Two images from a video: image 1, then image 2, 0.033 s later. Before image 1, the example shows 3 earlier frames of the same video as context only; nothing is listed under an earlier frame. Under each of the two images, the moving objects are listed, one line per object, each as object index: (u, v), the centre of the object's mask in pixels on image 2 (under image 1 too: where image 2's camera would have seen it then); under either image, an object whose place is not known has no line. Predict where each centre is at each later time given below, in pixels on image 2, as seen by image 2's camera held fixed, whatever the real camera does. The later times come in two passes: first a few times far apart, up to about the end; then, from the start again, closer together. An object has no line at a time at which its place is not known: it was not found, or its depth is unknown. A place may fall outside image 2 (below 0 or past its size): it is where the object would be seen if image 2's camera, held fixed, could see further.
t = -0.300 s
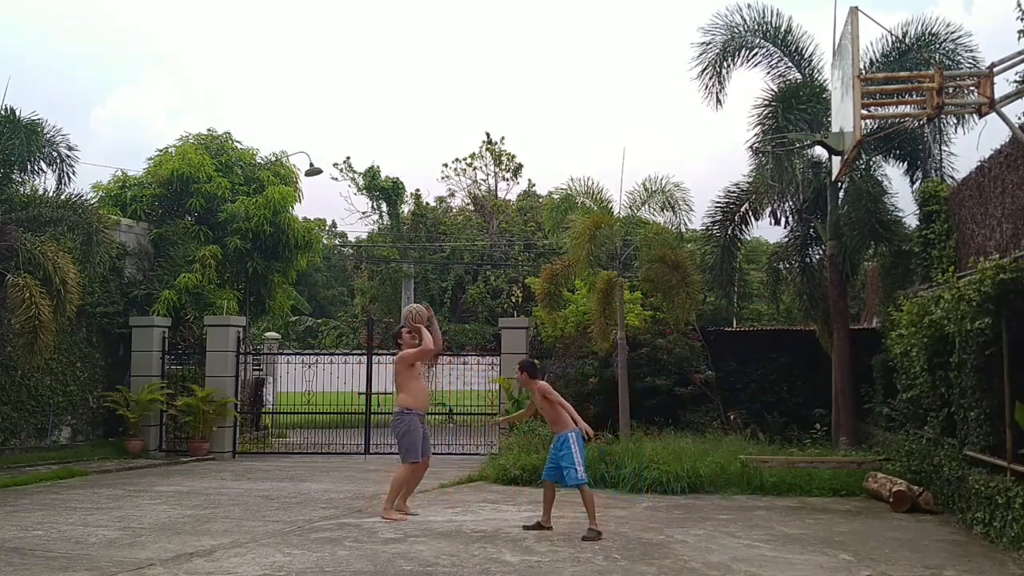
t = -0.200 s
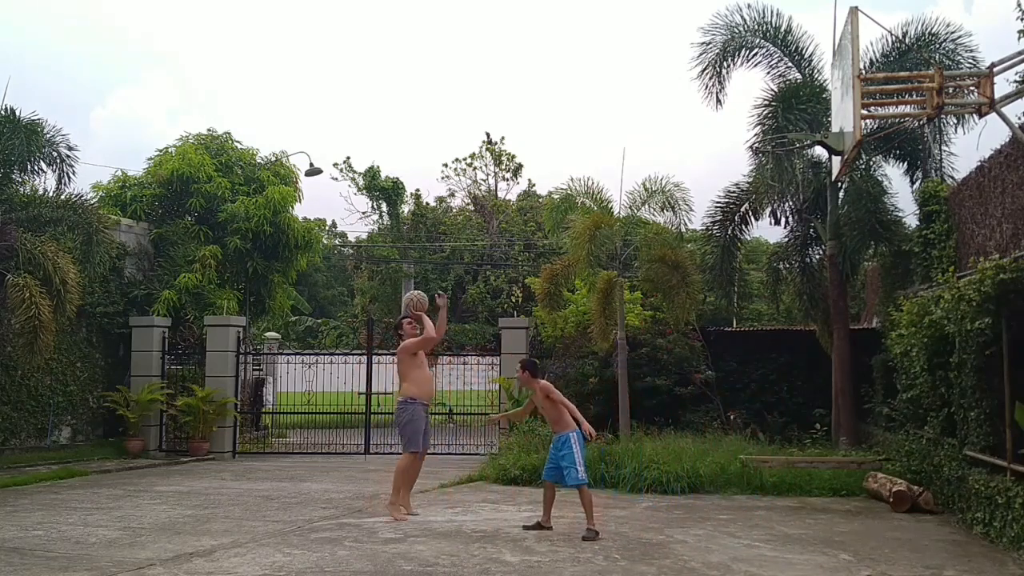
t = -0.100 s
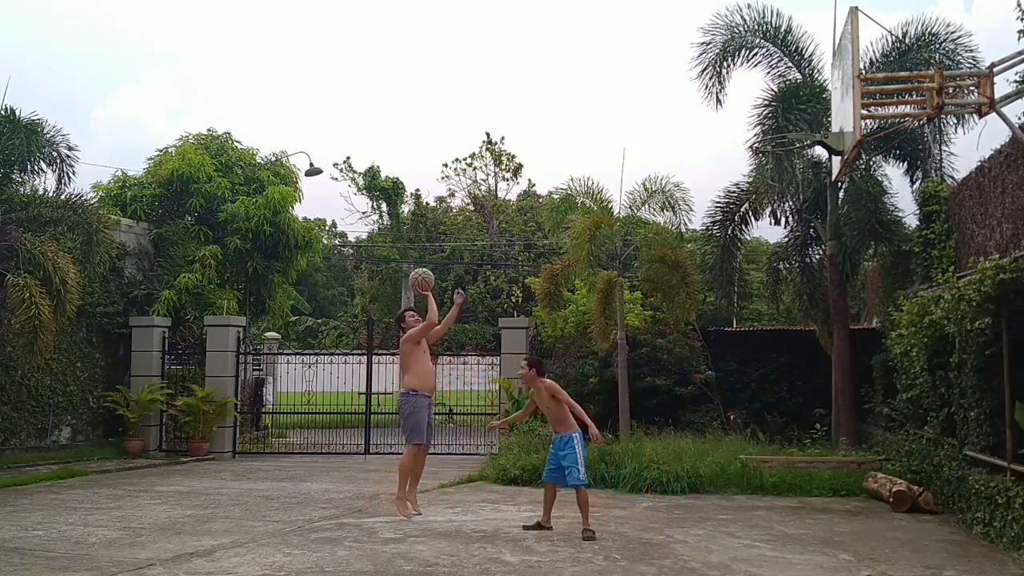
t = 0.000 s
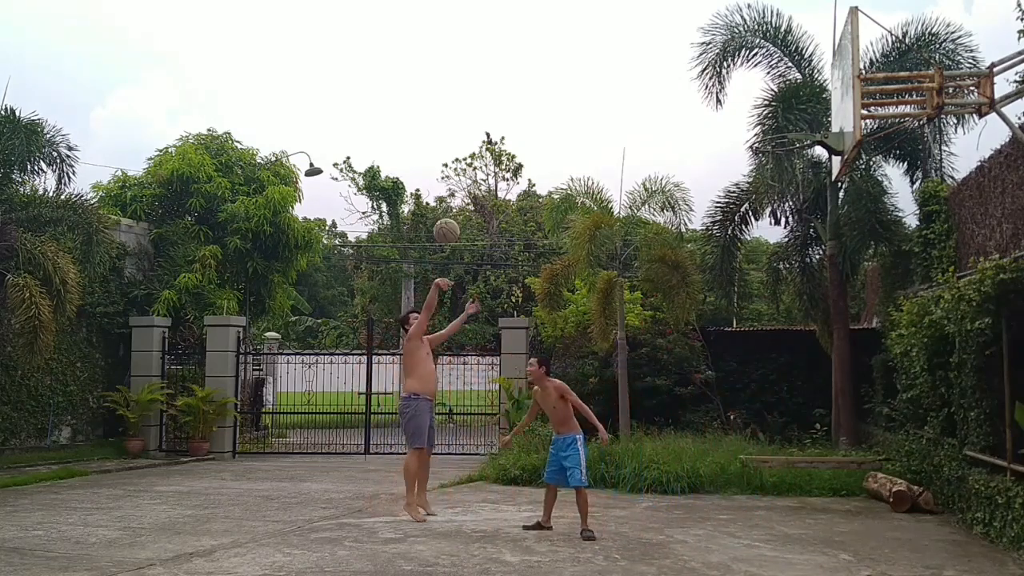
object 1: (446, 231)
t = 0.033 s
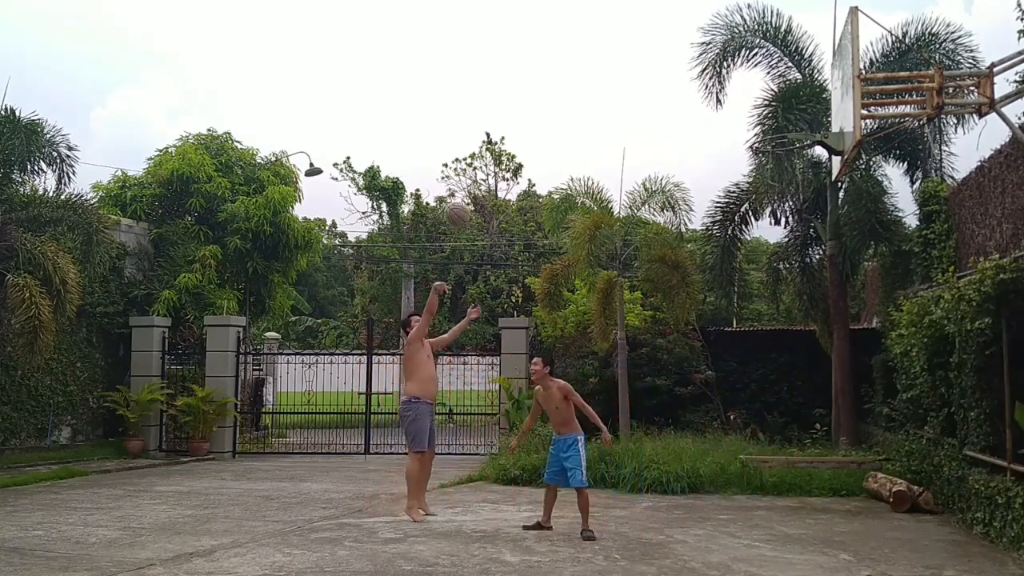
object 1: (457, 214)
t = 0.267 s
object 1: (535, 121)
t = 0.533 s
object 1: (637, 73)
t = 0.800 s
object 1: (760, 108)
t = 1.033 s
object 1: (787, 165)
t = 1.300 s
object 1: (812, 210)
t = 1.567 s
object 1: (833, 332)
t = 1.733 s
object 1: (848, 466)
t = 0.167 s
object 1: (500, 155)
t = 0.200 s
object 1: (512, 143)
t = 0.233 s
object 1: (523, 131)
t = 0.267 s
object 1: (535, 121)
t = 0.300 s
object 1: (547, 111)
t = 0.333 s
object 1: (559, 103)
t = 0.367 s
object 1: (572, 95)
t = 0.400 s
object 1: (585, 88)
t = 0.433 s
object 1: (597, 82)
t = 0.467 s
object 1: (610, 78)
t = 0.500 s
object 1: (624, 75)
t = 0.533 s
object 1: (637, 73)
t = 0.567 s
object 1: (651, 73)
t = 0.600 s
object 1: (665, 73)
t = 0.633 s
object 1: (680, 76)
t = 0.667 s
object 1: (694, 80)
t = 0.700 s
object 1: (710, 85)
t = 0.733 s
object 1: (727, 92)
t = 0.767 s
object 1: (743, 99)
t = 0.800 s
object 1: (760, 108)
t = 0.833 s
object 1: (778, 118)
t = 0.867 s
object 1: (793, 126)
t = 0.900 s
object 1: (785, 140)
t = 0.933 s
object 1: (775, 152)
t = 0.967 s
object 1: (777, 154)
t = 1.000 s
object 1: (782, 160)
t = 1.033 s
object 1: (787, 165)
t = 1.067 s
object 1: (791, 174)
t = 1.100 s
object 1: (796, 181)
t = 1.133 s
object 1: (800, 183)
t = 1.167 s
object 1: (802, 187)
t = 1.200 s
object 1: (804, 191)
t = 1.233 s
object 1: (807, 195)
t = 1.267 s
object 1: (810, 201)
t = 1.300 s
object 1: (812, 210)
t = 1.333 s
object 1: (814, 219)
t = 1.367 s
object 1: (816, 230)
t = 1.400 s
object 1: (819, 243)
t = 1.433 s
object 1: (822, 258)
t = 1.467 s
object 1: (825, 274)
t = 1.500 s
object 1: (827, 291)
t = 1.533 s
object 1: (830, 311)
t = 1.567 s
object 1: (833, 332)
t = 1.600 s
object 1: (835, 354)
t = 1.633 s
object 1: (838, 379)
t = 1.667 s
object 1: (841, 406)
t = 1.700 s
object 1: (844, 434)
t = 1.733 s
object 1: (848, 466)
